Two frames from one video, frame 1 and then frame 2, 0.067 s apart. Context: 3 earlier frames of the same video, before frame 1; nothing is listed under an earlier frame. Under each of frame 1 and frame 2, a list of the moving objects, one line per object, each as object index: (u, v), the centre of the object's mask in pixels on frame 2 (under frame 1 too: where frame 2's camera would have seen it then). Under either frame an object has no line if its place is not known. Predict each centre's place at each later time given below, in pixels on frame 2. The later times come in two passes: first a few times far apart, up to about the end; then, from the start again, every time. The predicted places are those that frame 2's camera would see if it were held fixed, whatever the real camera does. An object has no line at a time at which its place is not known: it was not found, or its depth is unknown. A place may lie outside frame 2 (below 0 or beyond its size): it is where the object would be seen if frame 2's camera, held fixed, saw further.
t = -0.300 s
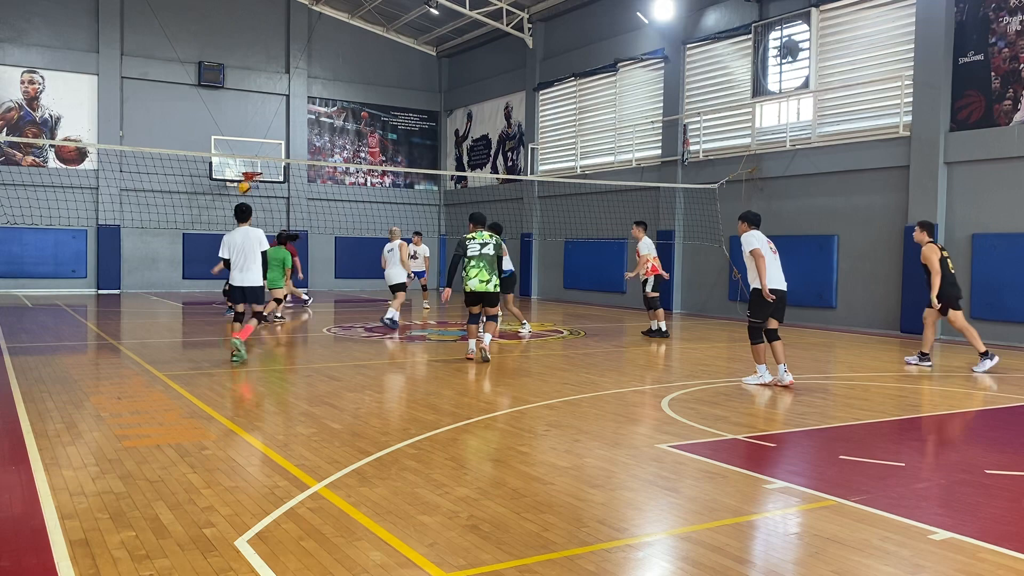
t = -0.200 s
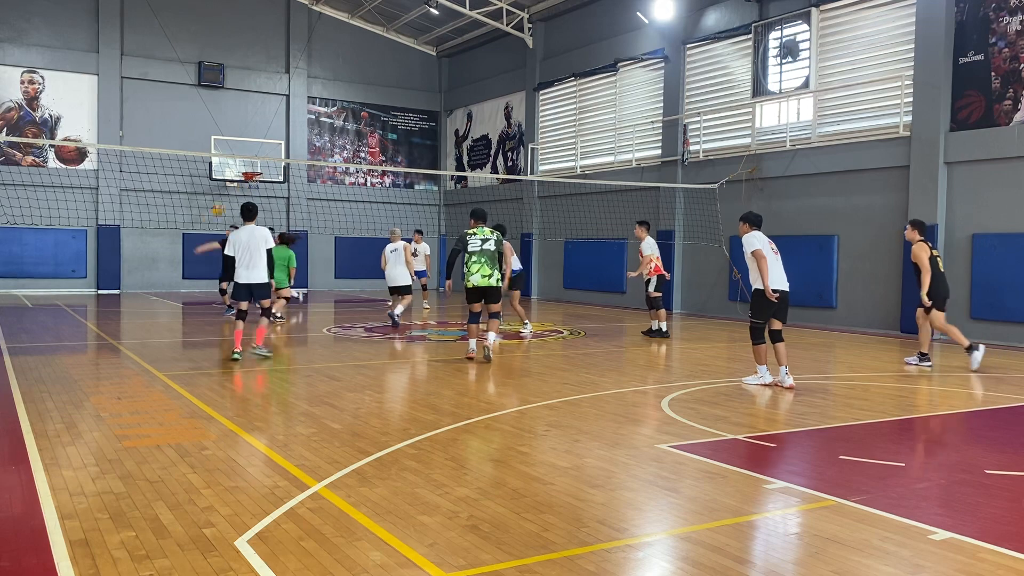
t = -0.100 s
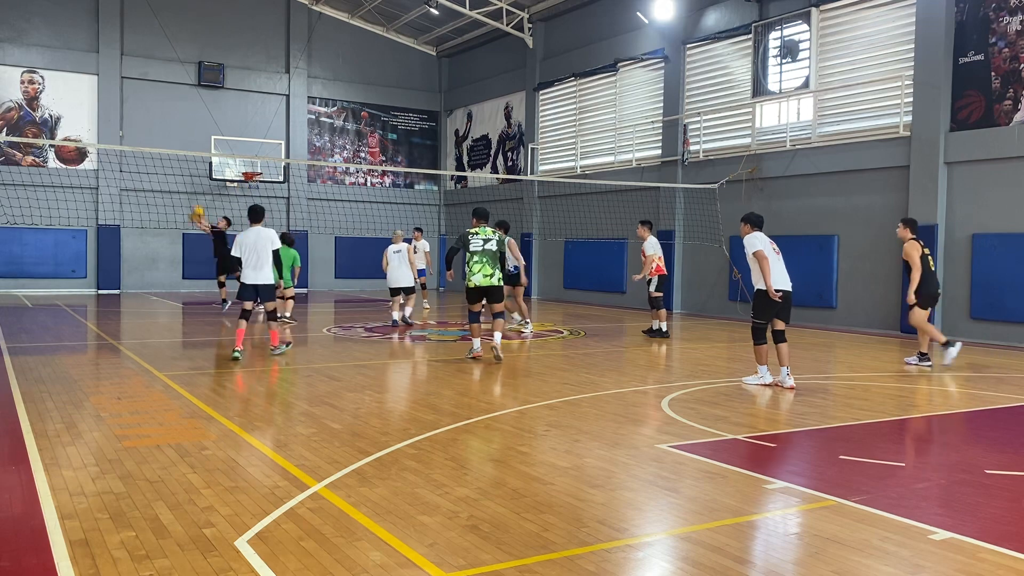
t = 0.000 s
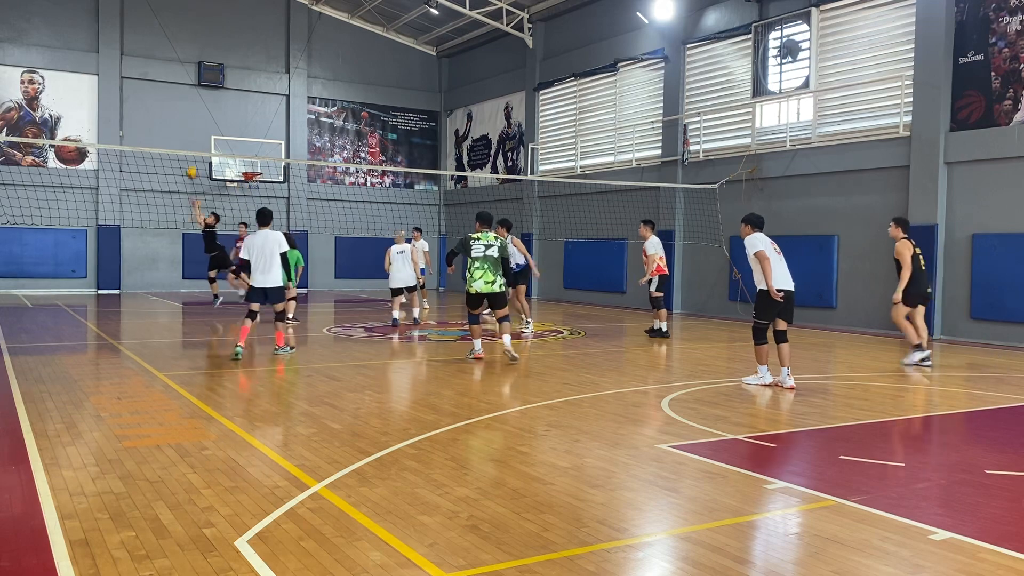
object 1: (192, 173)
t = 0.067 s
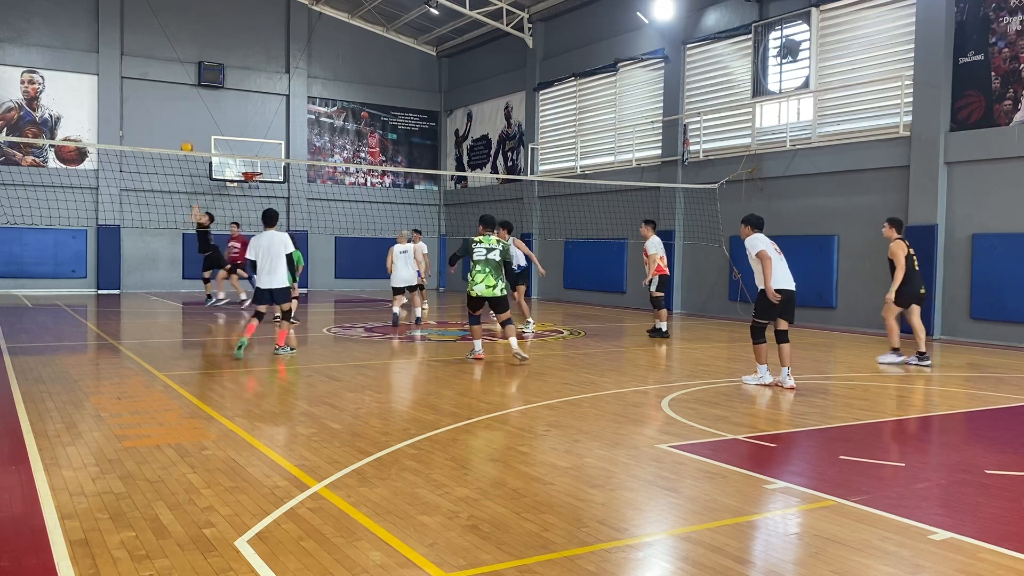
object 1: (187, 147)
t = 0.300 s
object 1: (171, 80)
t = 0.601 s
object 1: (148, 39)
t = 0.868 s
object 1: (125, 53)
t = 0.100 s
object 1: (185, 138)
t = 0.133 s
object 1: (182, 127)
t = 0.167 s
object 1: (180, 116)
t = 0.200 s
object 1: (178, 106)
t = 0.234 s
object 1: (176, 97)
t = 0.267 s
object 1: (174, 88)
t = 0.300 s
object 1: (171, 80)
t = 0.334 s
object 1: (168, 72)
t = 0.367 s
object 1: (166, 66)
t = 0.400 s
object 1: (164, 60)
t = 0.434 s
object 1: (161, 55)
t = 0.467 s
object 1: (158, 50)
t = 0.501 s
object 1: (156, 47)
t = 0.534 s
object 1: (153, 43)
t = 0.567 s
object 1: (150, 41)
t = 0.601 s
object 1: (148, 39)
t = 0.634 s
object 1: (145, 38)
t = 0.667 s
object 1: (142, 38)
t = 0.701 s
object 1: (140, 38)
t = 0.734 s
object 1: (137, 40)
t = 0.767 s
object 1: (134, 42)
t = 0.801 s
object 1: (131, 45)
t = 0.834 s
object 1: (128, 49)
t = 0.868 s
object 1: (125, 53)
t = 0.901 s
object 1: (122, 59)
